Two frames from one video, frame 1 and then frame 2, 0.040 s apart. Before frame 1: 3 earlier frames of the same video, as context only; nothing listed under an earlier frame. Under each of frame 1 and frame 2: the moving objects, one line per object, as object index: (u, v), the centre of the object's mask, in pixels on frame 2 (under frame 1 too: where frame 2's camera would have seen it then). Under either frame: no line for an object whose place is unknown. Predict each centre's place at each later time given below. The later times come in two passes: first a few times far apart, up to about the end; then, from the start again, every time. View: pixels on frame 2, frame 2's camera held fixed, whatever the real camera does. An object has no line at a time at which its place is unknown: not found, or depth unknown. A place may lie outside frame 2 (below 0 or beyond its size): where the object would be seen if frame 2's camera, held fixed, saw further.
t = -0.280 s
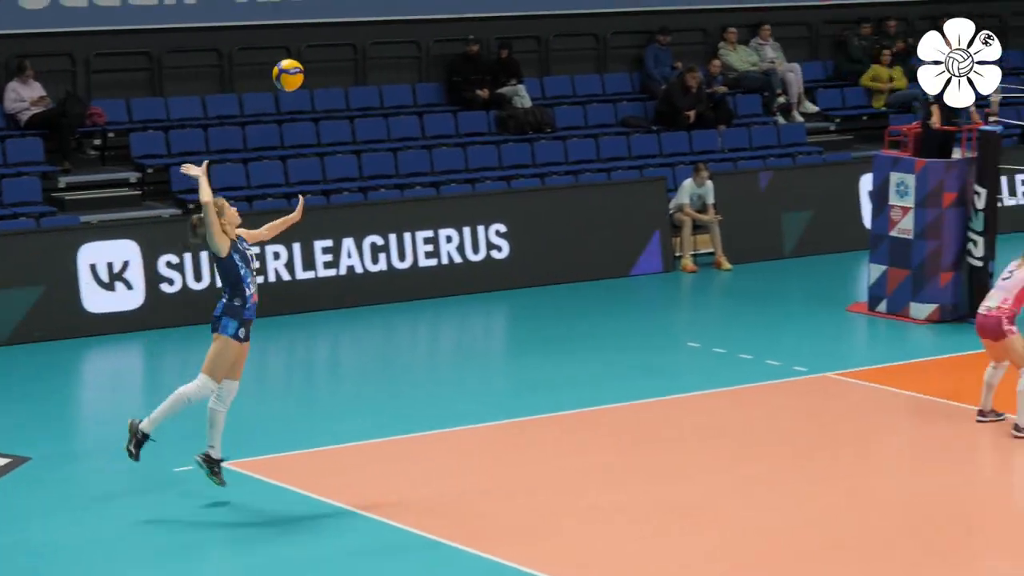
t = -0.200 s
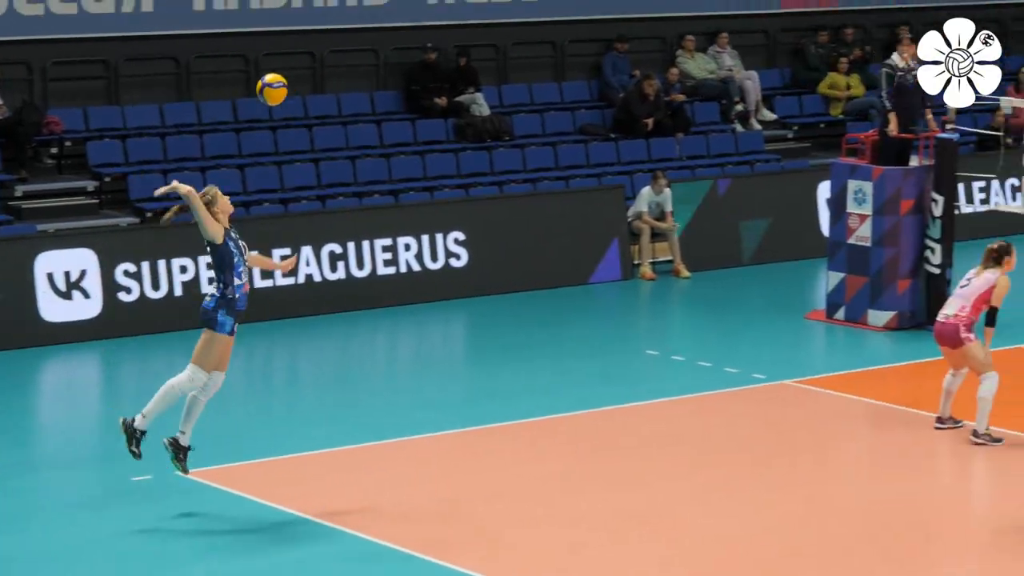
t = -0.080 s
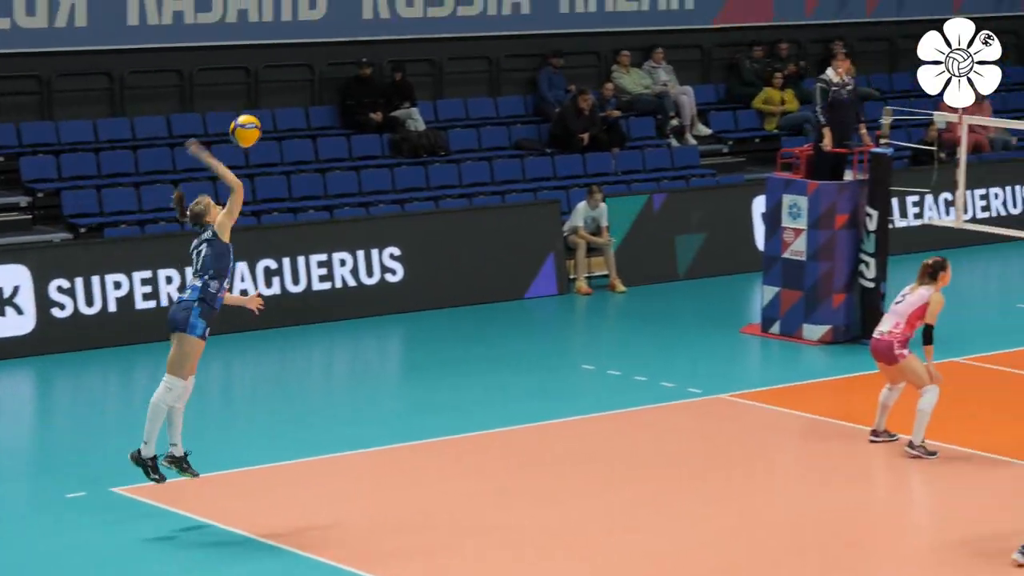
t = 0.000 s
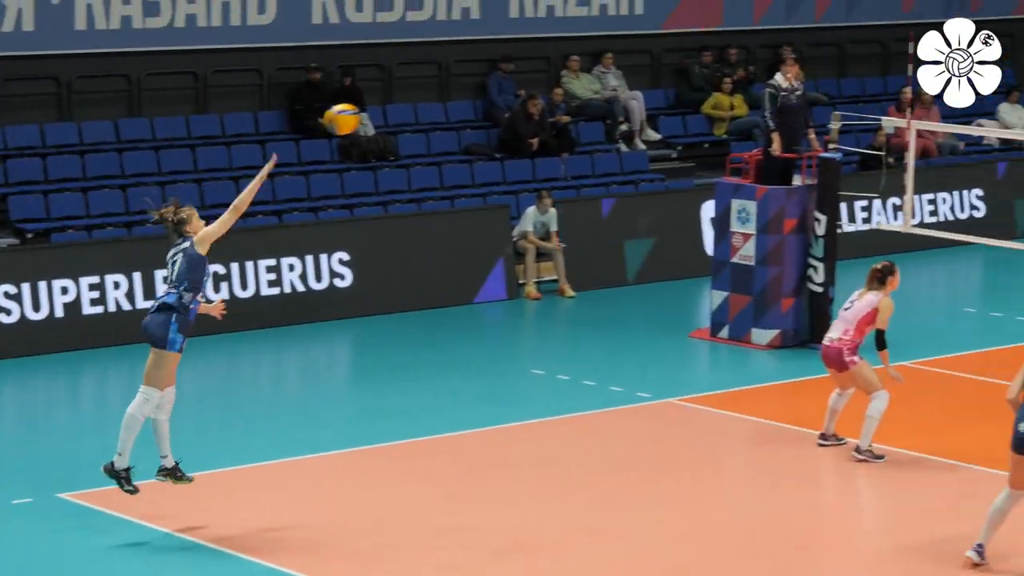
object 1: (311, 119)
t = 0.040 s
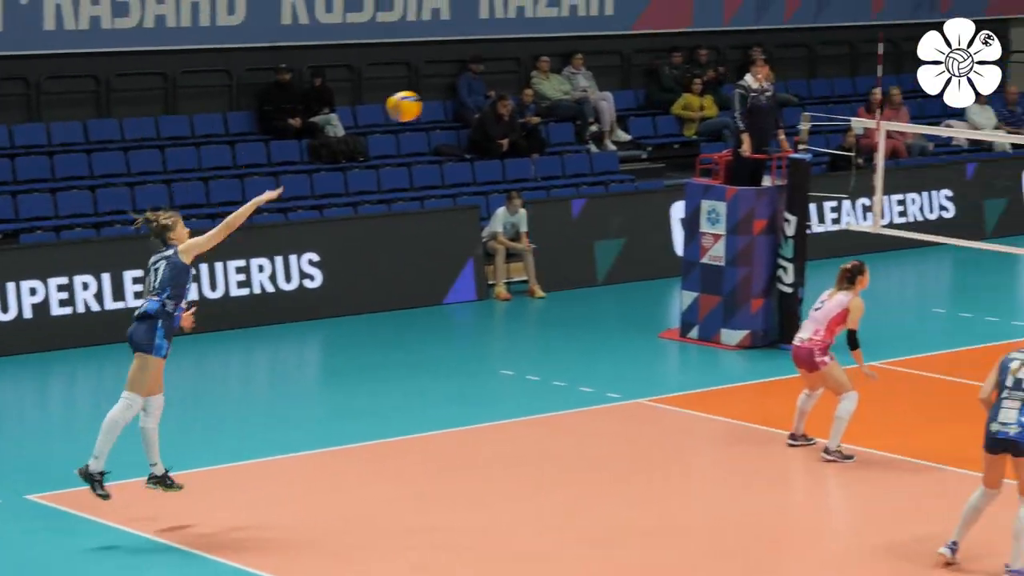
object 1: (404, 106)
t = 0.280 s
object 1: (889, 84)
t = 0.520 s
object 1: (1305, 142)
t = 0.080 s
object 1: (492, 95)
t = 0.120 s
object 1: (579, 86)
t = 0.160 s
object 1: (659, 82)
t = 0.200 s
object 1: (738, 80)
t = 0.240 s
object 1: (815, 81)
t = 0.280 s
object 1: (889, 84)
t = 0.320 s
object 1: (961, 90)
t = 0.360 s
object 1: (1032, 98)
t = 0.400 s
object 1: (1101, 107)
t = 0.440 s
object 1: (1171, 118)
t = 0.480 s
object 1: (1239, 131)
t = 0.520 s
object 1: (1305, 142)
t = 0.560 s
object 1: (1369, 150)
